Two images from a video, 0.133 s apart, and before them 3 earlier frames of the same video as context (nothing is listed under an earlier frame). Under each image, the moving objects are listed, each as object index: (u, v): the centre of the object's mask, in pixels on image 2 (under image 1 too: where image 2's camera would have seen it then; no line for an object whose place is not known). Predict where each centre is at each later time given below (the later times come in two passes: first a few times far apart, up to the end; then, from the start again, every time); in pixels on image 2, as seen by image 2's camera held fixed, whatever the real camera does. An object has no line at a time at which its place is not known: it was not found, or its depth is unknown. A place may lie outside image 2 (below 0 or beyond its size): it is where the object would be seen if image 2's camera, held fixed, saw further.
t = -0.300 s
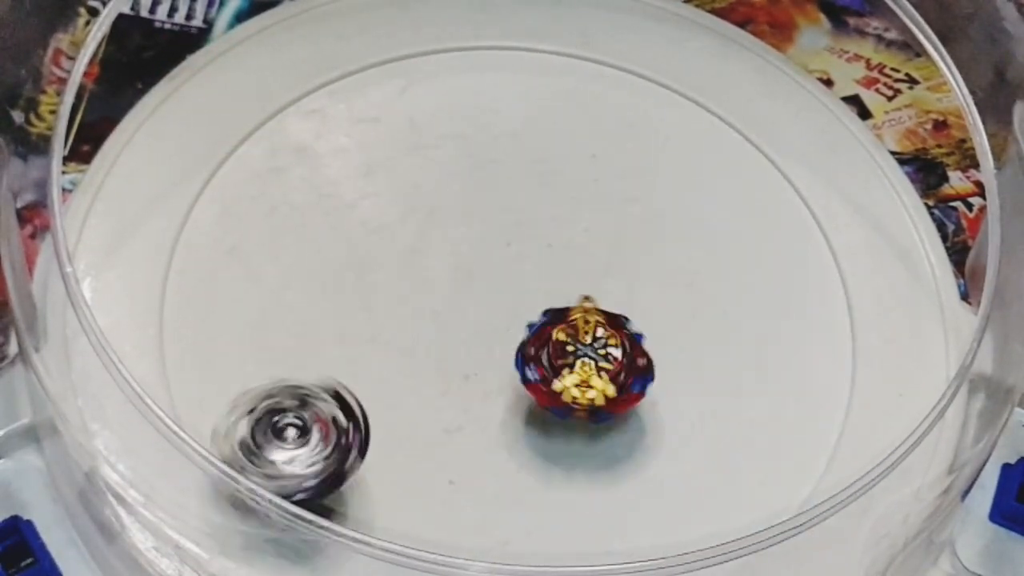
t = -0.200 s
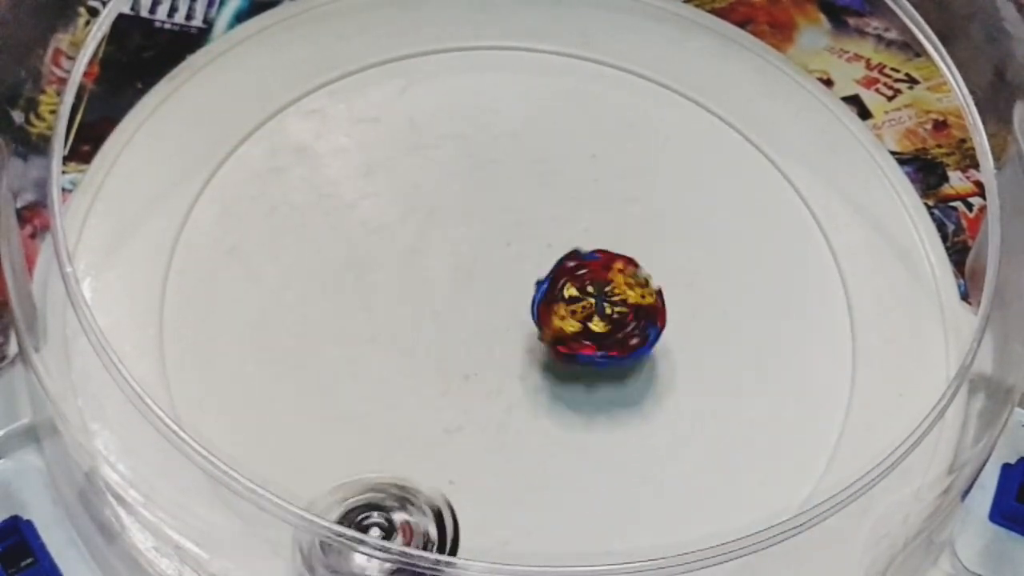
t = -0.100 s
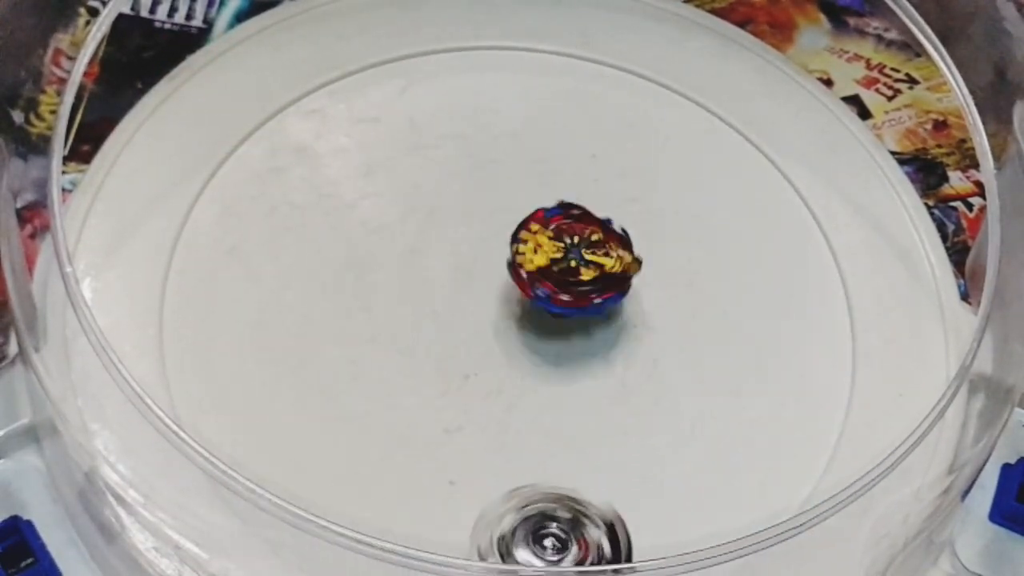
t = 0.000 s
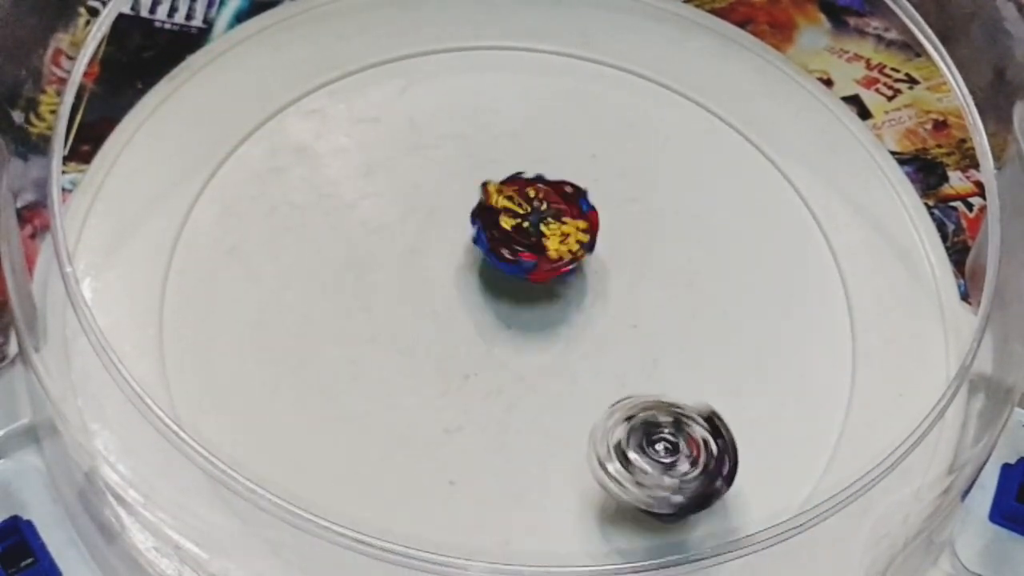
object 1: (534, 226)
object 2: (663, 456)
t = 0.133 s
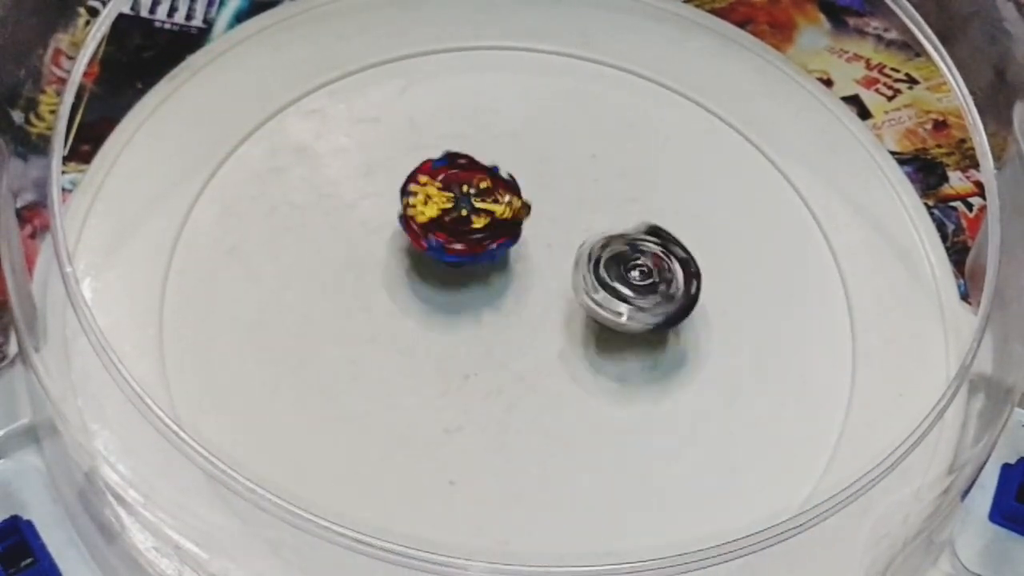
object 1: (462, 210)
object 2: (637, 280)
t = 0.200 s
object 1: (437, 220)
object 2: (576, 210)
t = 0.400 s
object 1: (296, 282)
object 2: (460, 84)
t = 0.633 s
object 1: (332, 372)
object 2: (259, 198)
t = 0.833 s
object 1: (566, 463)
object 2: (414, 300)
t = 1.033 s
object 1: (575, 469)
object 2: (429, 298)
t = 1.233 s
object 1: (579, 472)
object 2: (435, 299)
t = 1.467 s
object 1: (584, 472)
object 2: (442, 297)
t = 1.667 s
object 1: (589, 471)
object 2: (452, 297)
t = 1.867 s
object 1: (594, 469)
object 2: (458, 297)
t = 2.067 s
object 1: (601, 468)
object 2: (463, 296)
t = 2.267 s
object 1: (608, 468)
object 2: (474, 293)
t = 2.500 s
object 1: (616, 470)
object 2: (481, 293)
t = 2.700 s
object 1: (622, 472)
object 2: (485, 292)
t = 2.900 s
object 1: (626, 474)
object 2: (496, 289)
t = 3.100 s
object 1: (629, 478)
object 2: (501, 289)
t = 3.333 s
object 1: (631, 479)
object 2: (506, 287)
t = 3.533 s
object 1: (634, 479)
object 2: (517, 283)
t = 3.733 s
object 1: (636, 477)
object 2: (521, 283)
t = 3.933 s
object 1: (639, 474)
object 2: (526, 281)
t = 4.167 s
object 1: (645, 472)
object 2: (537, 276)
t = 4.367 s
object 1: (651, 472)
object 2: (540, 276)
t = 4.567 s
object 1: (655, 473)
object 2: (544, 274)
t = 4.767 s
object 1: (660, 475)
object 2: (553, 269)
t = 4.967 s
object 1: (663, 476)
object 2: (558, 269)
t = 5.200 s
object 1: (664, 478)
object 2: (560, 266)
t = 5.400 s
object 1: (666, 477)
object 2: (568, 261)
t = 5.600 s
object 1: (667, 476)
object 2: (573, 260)
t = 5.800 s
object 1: (669, 474)
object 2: (573, 258)
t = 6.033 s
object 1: (673, 471)
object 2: (579, 253)
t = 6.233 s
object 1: (678, 470)
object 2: (585, 252)
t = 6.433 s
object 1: (683, 470)
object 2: (585, 250)
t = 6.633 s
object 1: (688, 470)
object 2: (588, 245)
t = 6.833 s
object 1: (691, 471)
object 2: (595, 244)
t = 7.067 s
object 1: (694, 472)
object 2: (595, 241)
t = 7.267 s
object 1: (706, 423)
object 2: (638, 175)
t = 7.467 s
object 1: (634, 320)
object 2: (600, 96)
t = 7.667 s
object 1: (589, 294)
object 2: (509, 169)
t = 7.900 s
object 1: (582, 386)
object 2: (533, 280)
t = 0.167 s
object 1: (447, 214)
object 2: (610, 243)
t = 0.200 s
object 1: (437, 220)
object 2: (576, 210)
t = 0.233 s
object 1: (423, 226)
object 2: (543, 181)
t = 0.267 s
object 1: (379, 231)
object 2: (540, 156)
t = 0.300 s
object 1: (346, 247)
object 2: (530, 135)
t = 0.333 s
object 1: (329, 261)
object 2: (514, 115)
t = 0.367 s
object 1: (312, 270)
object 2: (490, 97)
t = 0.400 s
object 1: (296, 282)
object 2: (460, 84)
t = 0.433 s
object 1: (287, 299)
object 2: (425, 74)
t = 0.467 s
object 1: (286, 310)
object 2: (386, 72)
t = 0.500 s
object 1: (281, 322)
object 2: (345, 78)
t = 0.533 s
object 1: (283, 341)
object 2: (309, 95)
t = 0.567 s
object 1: (300, 357)
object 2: (282, 121)
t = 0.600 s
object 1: (316, 362)
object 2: (263, 155)
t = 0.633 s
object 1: (332, 372)
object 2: (259, 198)
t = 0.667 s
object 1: (361, 380)
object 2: (268, 239)
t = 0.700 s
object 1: (388, 375)
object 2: (287, 280)
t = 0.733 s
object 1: (421, 412)
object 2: (309, 291)
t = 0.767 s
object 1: (479, 431)
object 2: (341, 293)
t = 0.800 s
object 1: (518, 451)
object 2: (380, 296)
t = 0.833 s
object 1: (566, 463)
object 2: (414, 300)
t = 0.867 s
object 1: (571, 465)
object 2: (420, 297)
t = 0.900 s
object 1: (572, 466)
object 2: (422, 298)
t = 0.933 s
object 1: (573, 467)
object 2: (426, 298)
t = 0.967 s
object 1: (573, 468)
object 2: (426, 298)
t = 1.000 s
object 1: (574, 468)
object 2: (428, 297)
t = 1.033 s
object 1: (575, 469)
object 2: (429, 298)
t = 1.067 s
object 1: (575, 470)
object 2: (430, 299)
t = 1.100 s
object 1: (576, 470)
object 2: (432, 300)
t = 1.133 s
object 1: (577, 471)
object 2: (433, 300)
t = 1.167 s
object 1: (578, 471)
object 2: (433, 299)
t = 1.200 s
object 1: (578, 472)
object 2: (434, 299)
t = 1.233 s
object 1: (579, 472)
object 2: (435, 299)
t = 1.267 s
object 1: (580, 472)
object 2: (436, 299)
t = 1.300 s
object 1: (581, 473)
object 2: (437, 300)
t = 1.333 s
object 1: (581, 473)
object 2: (437, 300)
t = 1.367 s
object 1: (582, 473)
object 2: (439, 299)
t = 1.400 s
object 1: (582, 473)
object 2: (439, 299)
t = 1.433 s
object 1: (583, 472)
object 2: (440, 298)
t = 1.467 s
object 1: (584, 472)
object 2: (442, 297)
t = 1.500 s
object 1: (585, 472)
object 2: (443, 296)
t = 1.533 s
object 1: (585, 472)
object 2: (445, 296)
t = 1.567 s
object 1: (586, 472)
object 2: (450, 296)
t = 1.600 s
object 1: (587, 471)
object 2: (449, 296)
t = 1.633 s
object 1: (588, 471)
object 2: (451, 296)
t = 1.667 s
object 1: (589, 471)
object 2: (452, 297)
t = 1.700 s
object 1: (589, 471)
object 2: (454, 297)
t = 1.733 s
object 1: (590, 470)
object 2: (456, 297)
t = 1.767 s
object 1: (591, 470)
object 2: (457, 298)
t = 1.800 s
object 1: (592, 470)
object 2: (456, 298)
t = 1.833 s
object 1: (593, 469)
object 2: (457, 298)
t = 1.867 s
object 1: (594, 469)
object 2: (458, 297)
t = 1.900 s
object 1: (596, 468)
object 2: (459, 297)
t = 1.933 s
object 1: (597, 468)
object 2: (460, 298)
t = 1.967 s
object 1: (598, 468)
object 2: (461, 297)
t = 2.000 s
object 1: (599, 468)
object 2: (462, 297)
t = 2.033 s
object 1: (600, 468)
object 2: (462, 297)
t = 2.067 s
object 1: (601, 468)
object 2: (463, 296)
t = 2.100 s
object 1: (603, 468)
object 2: (464, 295)
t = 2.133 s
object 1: (604, 468)
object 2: (466, 294)
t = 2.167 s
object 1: (605, 468)
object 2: (468, 294)
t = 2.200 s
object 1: (606, 468)
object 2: (472, 294)
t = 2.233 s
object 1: (608, 468)
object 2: (474, 294)
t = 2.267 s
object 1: (608, 468)
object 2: (474, 293)
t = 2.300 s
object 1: (610, 468)
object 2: (476, 293)
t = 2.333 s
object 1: (611, 468)
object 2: (477, 293)
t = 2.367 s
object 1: (612, 469)
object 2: (478, 294)
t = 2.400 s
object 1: (613, 469)
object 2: (479, 294)
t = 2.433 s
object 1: (614, 469)
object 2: (480, 294)
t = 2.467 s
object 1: (615, 469)
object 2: (480, 293)
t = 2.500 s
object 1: (616, 470)
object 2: (481, 293)
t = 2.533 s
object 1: (617, 470)
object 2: (482, 293)
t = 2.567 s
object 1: (618, 470)
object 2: (482, 293)
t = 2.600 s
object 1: (619, 470)
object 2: (483, 293)
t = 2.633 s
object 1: (620, 471)
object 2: (484, 294)
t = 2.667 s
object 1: (621, 471)
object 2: (484, 293)
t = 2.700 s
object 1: (622, 472)
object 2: (485, 292)
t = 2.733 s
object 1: (623, 472)
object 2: (487, 291)
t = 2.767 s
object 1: (623, 472)
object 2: (488, 290)
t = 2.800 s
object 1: (624, 473)
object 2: (490, 289)
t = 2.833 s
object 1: (625, 473)
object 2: (493, 289)
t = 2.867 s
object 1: (625, 474)
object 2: (496, 289)
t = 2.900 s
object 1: (626, 474)
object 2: (496, 289)
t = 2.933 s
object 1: (627, 475)
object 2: (497, 288)
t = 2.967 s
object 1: (627, 475)
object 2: (499, 289)
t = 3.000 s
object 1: (628, 476)
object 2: (500, 289)
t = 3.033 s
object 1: (628, 476)
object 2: (501, 290)
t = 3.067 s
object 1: (629, 477)
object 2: (501, 290)
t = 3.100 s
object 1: (629, 478)
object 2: (501, 289)
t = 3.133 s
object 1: (629, 478)
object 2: (502, 288)
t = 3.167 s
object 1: (629, 478)
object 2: (503, 288)
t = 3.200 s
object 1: (630, 478)
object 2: (504, 288)
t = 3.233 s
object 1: (630, 478)
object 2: (505, 288)
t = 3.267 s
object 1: (630, 478)
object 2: (505, 288)
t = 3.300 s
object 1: (631, 479)
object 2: (506, 287)
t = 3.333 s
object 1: (631, 479)
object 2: (506, 287)
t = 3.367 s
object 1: (632, 479)
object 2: (508, 285)
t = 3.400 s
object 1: (632, 479)
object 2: (509, 284)
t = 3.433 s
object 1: (633, 479)
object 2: (511, 284)
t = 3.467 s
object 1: (633, 479)
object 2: (513, 283)
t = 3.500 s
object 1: (633, 479)
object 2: (516, 283)
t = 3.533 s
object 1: (634, 479)
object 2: (517, 283)
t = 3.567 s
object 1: (634, 478)
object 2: (518, 283)
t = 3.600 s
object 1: (635, 478)
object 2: (519, 283)
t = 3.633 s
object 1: (635, 478)
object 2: (521, 283)
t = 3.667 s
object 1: (635, 478)
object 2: (521, 283)
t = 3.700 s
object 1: (636, 478)
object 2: (521, 284)
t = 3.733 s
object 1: (636, 477)
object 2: (521, 283)
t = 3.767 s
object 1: (636, 477)
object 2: (522, 282)
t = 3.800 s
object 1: (637, 476)
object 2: (523, 282)
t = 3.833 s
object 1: (637, 476)
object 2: (524, 281)
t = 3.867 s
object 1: (638, 475)
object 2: (524, 281)
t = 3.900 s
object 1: (639, 475)
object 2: (525, 281)
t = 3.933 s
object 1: (639, 474)
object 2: (526, 281)
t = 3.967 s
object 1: (640, 474)
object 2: (526, 280)
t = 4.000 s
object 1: (641, 474)
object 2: (528, 279)
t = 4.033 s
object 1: (642, 474)
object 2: (528, 278)
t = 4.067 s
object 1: (643, 473)
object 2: (530, 277)
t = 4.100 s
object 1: (643, 473)
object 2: (532, 276)
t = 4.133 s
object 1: (644, 473)
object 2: (536, 277)
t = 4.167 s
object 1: (645, 472)
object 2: (537, 276)
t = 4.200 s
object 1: (646, 472)
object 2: (537, 276)
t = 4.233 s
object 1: (647, 472)
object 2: (538, 276)
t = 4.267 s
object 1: (647, 472)
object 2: (539, 276)
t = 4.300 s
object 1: (649, 472)
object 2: (540, 276)
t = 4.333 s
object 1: (649, 472)
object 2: (541, 276)
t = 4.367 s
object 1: (651, 472)
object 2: (540, 276)
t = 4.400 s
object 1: (651, 473)
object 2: (541, 275)
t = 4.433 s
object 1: (652, 473)
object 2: (542, 275)
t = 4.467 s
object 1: (653, 473)
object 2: (542, 274)
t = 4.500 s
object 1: (654, 472)
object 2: (542, 273)
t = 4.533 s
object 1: (654, 473)
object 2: (543, 274)
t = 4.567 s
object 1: (655, 473)
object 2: (544, 274)
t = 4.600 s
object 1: (656, 473)
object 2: (544, 273)
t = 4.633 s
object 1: (657, 473)
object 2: (545, 272)
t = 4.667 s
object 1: (658, 474)
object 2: (546, 271)
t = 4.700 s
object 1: (658, 474)
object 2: (548, 270)
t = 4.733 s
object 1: (659, 474)
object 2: (549, 269)
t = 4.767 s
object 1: (660, 475)
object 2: (553, 269)
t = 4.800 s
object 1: (661, 475)
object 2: (554, 269)
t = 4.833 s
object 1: (661, 475)
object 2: (555, 269)
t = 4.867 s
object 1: (661, 475)
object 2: (555, 268)
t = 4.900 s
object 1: (662, 476)
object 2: (556, 269)
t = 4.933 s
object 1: (662, 476)
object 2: (557, 268)
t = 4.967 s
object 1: (663, 476)
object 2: (558, 269)
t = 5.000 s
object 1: (663, 477)
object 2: (557, 268)
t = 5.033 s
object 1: (664, 477)
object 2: (558, 268)
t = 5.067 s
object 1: (664, 477)
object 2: (558, 267)
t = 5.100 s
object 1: (664, 477)
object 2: (559, 267)
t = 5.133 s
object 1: (664, 477)
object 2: (559, 266)
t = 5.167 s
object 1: (664, 478)
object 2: (559, 267)
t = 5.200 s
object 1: (664, 478)
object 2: (560, 266)
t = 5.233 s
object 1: (664, 477)
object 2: (559, 265)
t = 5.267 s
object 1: (664, 477)
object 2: (561, 264)
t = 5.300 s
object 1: (665, 477)
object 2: (561, 263)
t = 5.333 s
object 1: (665, 477)
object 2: (563, 261)
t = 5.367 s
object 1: (666, 477)
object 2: (564, 261)
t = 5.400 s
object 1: (666, 477)
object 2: (568, 261)
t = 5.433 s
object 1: (666, 477)
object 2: (570, 261)
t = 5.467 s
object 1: (666, 477)
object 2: (569, 261)
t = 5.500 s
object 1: (666, 477)
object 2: (570, 260)
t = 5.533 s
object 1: (667, 476)
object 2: (571, 261)
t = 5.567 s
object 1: (667, 476)
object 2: (572, 260)
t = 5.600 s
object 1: (667, 476)
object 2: (573, 260)
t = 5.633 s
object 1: (668, 475)
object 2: (572, 261)
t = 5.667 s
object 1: (668, 475)
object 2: (572, 260)
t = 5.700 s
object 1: (669, 475)
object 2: (572, 259)
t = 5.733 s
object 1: (669, 475)
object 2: (572, 258)
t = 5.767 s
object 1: (669, 474)
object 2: (573, 258)
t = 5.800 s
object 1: (669, 474)
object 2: (573, 258)
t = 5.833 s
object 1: (670, 473)
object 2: (573, 258)
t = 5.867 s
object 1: (670, 473)
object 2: (574, 257)
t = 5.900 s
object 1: (671, 473)
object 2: (574, 256)
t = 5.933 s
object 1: (671, 473)
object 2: (575, 255)
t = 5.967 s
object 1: (672, 472)
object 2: (576, 254)
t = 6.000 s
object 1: (672, 472)
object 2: (578, 253)
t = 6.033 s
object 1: (673, 471)
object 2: (579, 253)
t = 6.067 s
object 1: (674, 471)
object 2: (582, 253)
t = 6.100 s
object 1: (675, 471)
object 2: (583, 253)
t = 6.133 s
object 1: (675, 470)
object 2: (583, 252)
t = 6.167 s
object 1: (676, 470)
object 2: (583, 252)
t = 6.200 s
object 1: (677, 470)
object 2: (584, 252)
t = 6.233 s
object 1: (678, 470)
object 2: (585, 252)
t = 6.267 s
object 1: (679, 470)
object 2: (584, 252)
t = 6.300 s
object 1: (679, 470)
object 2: (584, 252)
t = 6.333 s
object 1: (680, 469)
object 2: (584, 251)
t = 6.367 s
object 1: (681, 469)
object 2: (584, 250)
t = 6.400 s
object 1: (682, 470)
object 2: (585, 250)
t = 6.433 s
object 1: (683, 470)
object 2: (585, 250)
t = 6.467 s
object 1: (684, 470)
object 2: (585, 250)
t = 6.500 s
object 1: (685, 471)
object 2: (585, 249)
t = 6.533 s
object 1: (685, 470)
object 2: (585, 247)
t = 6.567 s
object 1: (686, 470)
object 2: (586, 247)
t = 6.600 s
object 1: (687, 470)
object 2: (587, 246)
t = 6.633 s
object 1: (688, 470)
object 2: (588, 245)
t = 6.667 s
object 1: (689, 470)
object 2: (590, 245)
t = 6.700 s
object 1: (689, 470)
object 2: (593, 244)
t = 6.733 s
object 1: (690, 470)
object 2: (593, 244)
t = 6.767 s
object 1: (690, 470)
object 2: (594, 244)
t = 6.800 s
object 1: (691, 470)
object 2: (594, 244)
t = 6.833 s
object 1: (691, 471)
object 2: (595, 244)
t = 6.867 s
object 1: (692, 471)
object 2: (596, 244)
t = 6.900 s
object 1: (692, 471)
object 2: (595, 244)
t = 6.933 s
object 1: (693, 471)
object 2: (595, 244)
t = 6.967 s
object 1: (693, 471)
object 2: (594, 243)
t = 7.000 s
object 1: (693, 472)
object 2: (594, 242)
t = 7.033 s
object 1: (694, 472)
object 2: (595, 241)
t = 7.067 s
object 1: (694, 472)
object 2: (595, 241)
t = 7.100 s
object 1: (695, 473)
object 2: (595, 241)
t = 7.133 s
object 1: (695, 469)
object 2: (603, 234)
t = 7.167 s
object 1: (711, 459)
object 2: (616, 220)
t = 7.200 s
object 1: (710, 450)
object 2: (620, 205)
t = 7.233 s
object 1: (715, 435)
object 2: (629, 191)
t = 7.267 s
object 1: (706, 423)
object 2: (638, 175)
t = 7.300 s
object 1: (701, 402)
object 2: (638, 160)
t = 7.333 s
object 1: (689, 387)
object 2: (642, 144)
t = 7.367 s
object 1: (680, 369)
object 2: (643, 125)
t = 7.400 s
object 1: (663, 354)
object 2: (631, 111)
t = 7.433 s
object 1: (651, 334)
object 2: (621, 100)
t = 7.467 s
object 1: (634, 320)
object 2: (600, 96)
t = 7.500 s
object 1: (623, 301)
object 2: (582, 100)
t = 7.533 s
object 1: (611, 288)
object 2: (565, 109)
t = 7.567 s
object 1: (604, 270)
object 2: (546, 130)
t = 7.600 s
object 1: (594, 257)
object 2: (536, 153)
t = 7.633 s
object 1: (592, 256)
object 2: (519, 165)
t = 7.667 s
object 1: (589, 294)
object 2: (509, 169)
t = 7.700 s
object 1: (587, 311)
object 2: (498, 170)
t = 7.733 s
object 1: (591, 332)
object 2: (495, 184)
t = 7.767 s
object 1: (585, 350)
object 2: (494, 198)
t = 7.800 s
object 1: (590, 357)
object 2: (498, 223)
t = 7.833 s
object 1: (585, 378)
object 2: (506, 245)
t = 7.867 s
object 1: (578, 381)
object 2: (520, 272)
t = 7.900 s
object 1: (582, 386)
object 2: (533, 280)
